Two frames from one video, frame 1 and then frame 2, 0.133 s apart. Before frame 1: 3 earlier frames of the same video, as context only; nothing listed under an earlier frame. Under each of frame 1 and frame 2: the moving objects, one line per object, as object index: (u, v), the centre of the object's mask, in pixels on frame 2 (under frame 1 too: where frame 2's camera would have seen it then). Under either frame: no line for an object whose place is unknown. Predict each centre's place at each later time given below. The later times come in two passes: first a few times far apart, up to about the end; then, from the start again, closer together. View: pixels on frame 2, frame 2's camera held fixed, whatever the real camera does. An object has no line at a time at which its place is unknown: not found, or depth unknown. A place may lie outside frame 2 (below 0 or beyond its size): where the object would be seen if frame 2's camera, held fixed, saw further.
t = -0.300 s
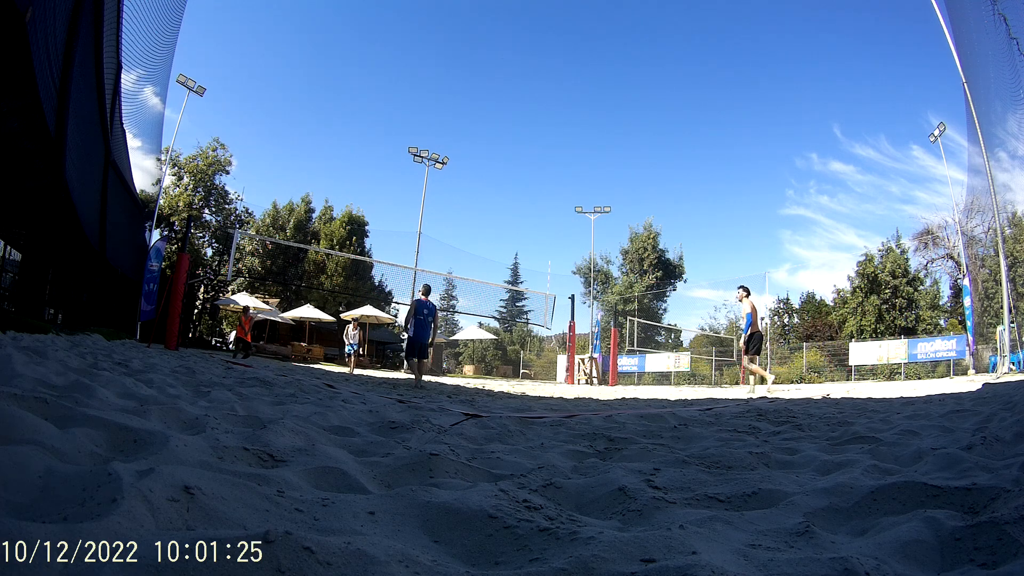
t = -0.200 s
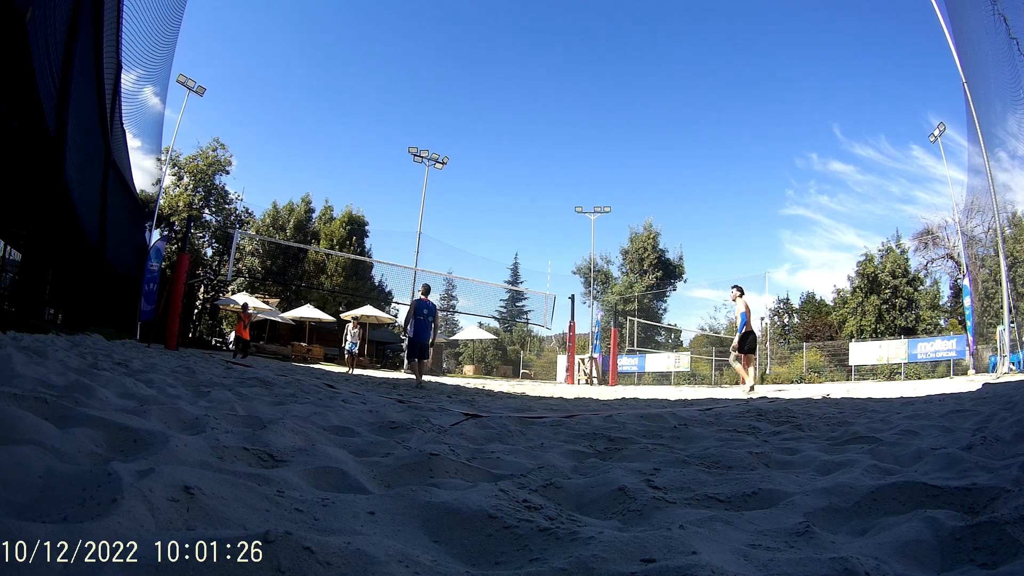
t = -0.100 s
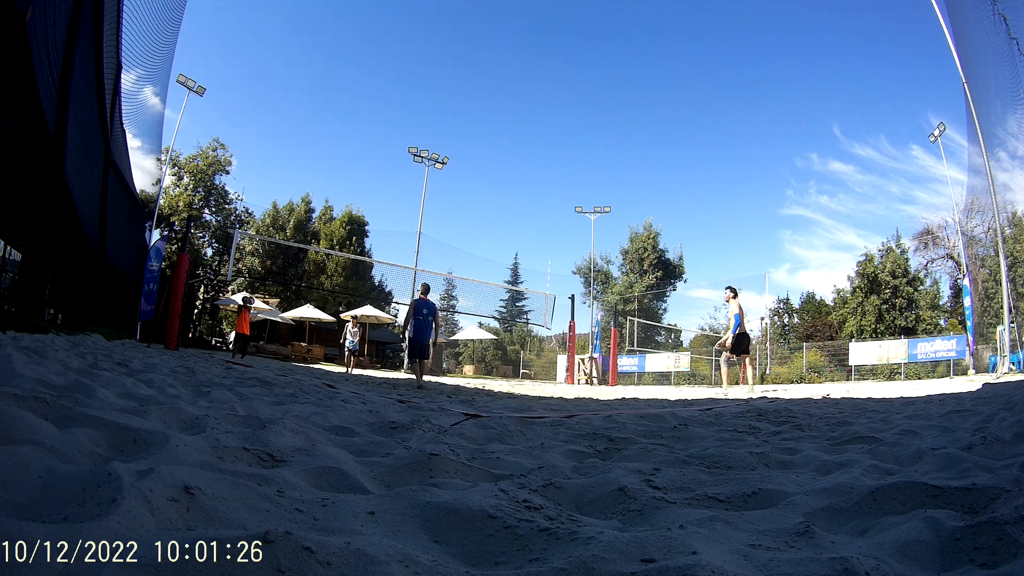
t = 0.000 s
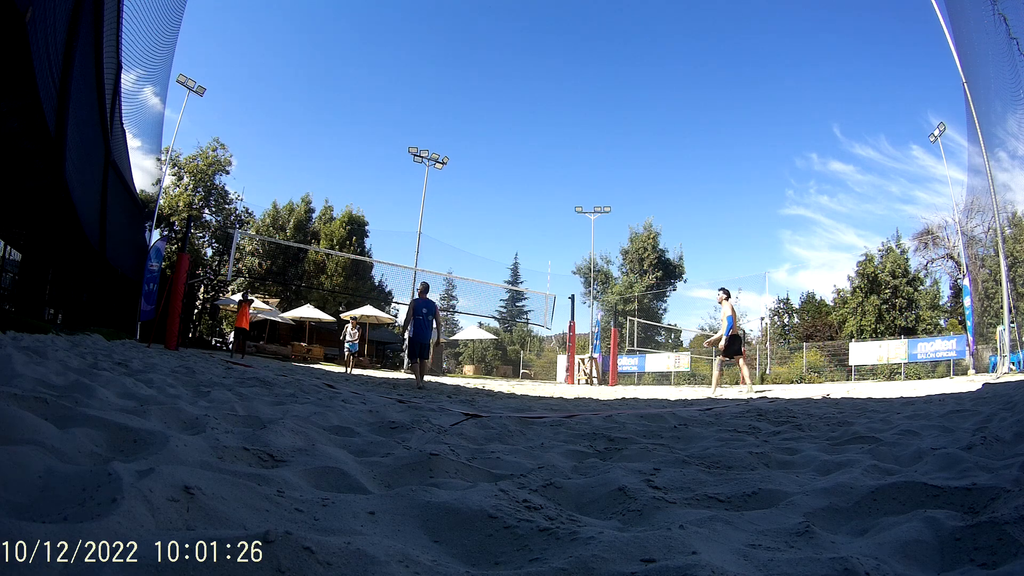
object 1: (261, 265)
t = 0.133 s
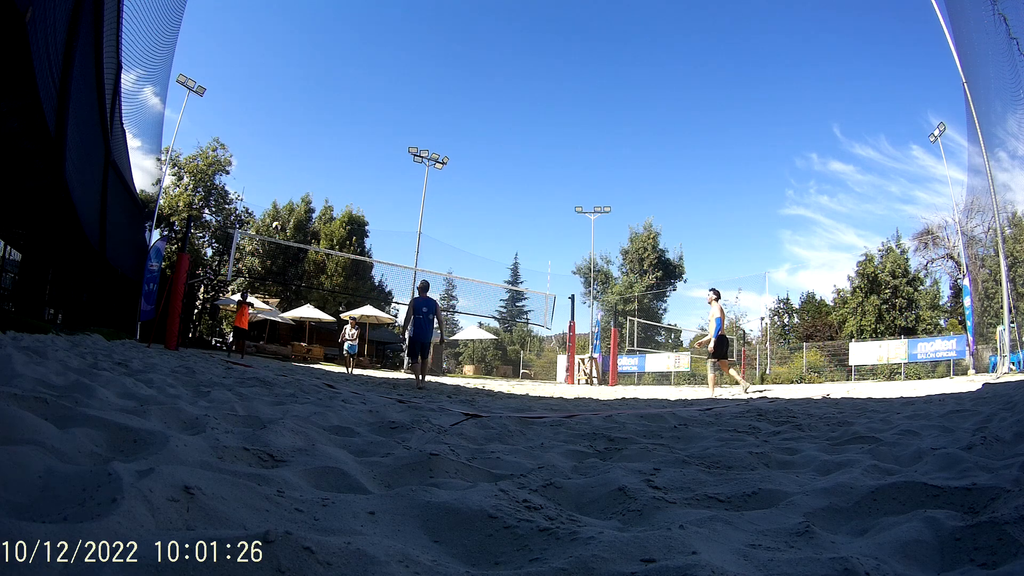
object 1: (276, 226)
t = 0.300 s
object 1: (293, 189)
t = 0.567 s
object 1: (317, 156)
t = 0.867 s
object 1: (337, 151)
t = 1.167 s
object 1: (352, 175)
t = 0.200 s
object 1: (283, 209)
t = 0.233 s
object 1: (287, 202)
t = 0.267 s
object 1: (290, 196)
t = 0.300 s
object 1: (293, 189)
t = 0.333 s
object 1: (297, 184)
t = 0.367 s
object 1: (300, 178)
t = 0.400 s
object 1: (303, 173)
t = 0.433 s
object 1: (305, 169)
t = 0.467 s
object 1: (308, 165)
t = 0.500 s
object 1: (311, 162)
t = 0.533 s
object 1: (314, 159)
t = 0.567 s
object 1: (317, 156)
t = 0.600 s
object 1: (319, 154)
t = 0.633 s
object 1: (322, 152)
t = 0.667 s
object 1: (324, 151)
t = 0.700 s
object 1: (326, 150)
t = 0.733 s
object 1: (329, 149)
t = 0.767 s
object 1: (331, 149)
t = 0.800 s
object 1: (333, 149)
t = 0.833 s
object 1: (335, 150)
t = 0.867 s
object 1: (337, 151)
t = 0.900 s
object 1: (339, 152)
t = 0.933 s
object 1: (341, 153)
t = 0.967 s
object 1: (343, 155)
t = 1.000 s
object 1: (345, 158)
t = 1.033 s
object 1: (346, 161)
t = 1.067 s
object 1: (348, 164)
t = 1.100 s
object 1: (349, 167)
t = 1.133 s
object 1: (351, 171)
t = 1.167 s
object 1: (352, 175)
